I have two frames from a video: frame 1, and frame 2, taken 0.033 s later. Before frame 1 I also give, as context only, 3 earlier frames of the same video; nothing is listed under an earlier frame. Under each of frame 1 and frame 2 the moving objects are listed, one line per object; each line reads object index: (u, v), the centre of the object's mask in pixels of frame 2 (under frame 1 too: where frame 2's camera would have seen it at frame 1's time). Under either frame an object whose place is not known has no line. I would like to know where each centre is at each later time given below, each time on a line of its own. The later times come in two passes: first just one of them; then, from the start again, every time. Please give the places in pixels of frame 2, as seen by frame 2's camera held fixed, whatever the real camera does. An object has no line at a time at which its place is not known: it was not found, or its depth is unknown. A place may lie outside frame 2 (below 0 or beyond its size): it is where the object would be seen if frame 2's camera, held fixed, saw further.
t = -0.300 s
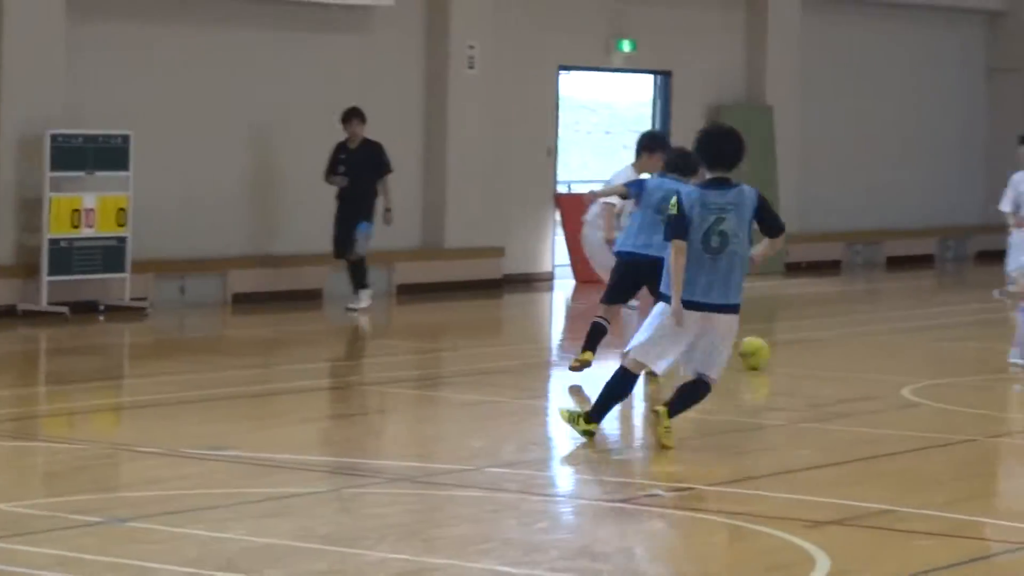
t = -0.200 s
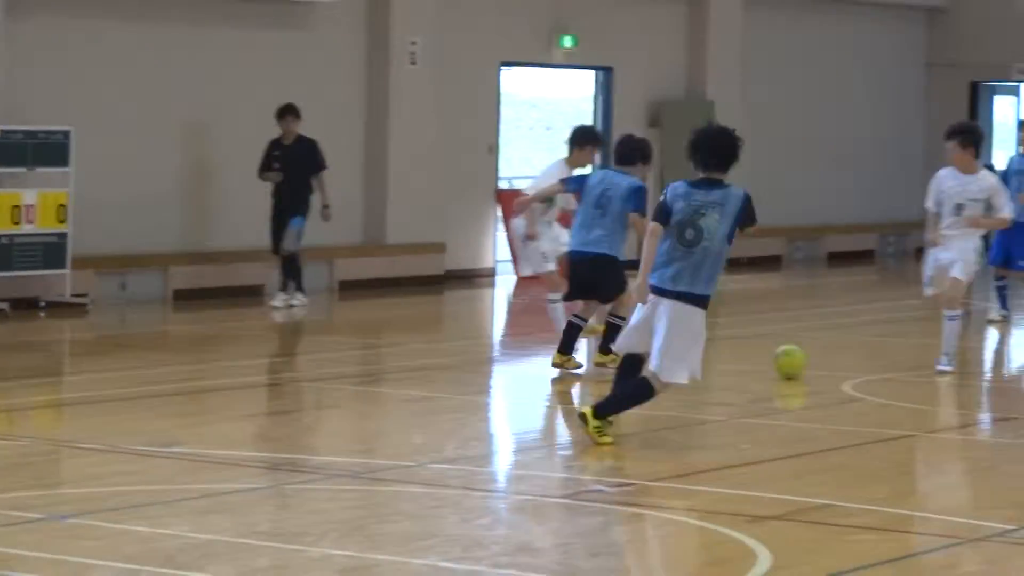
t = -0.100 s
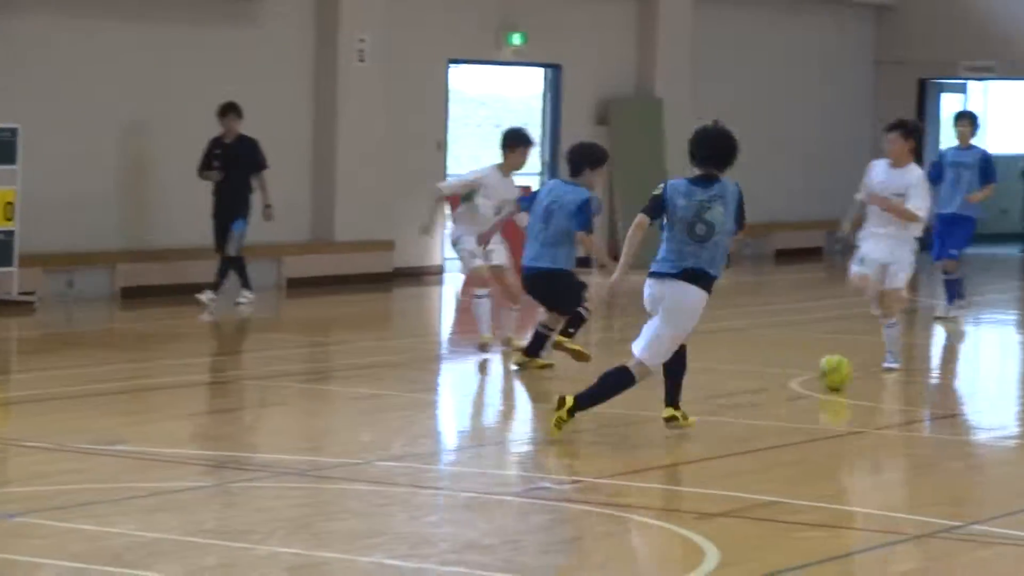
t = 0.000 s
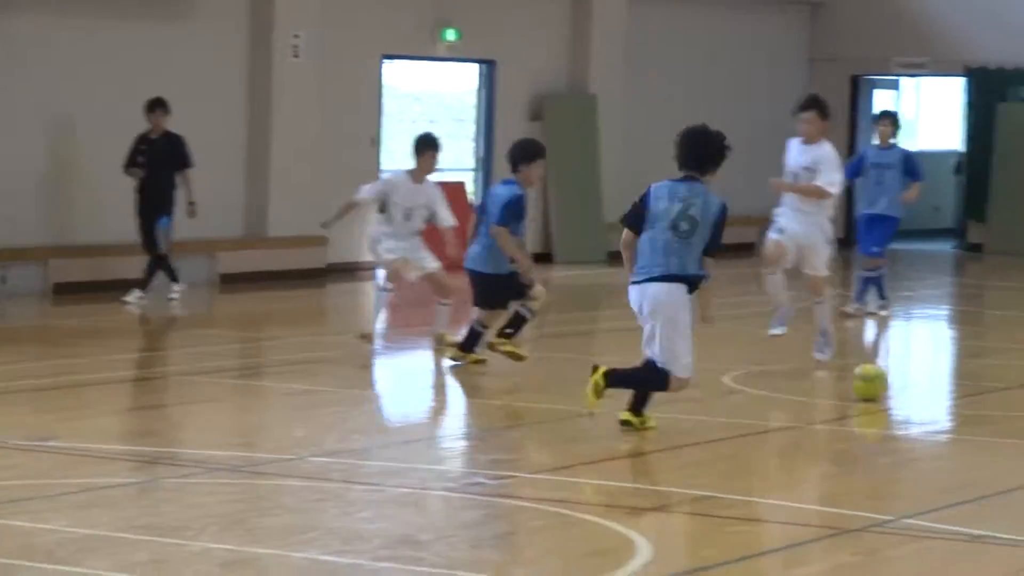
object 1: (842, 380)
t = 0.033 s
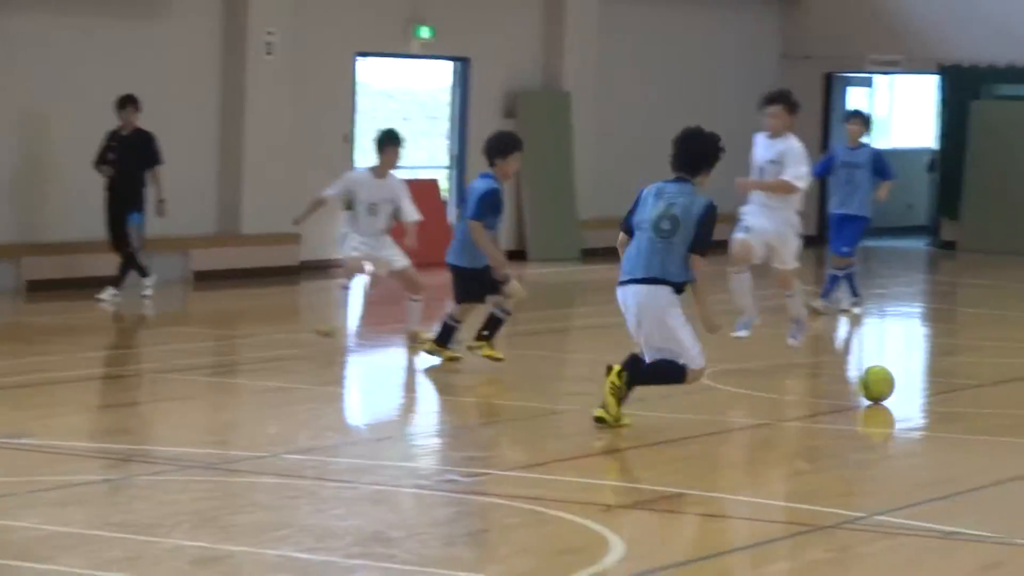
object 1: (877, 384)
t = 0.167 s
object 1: (1018, 404)
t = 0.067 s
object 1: (911, 388)
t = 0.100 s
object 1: (946, 393)
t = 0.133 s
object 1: (982, 399)
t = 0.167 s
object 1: (1018, 404)
